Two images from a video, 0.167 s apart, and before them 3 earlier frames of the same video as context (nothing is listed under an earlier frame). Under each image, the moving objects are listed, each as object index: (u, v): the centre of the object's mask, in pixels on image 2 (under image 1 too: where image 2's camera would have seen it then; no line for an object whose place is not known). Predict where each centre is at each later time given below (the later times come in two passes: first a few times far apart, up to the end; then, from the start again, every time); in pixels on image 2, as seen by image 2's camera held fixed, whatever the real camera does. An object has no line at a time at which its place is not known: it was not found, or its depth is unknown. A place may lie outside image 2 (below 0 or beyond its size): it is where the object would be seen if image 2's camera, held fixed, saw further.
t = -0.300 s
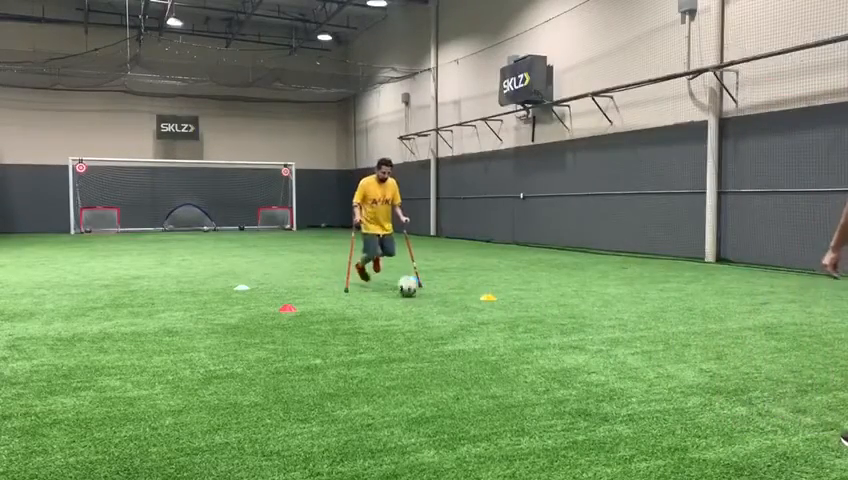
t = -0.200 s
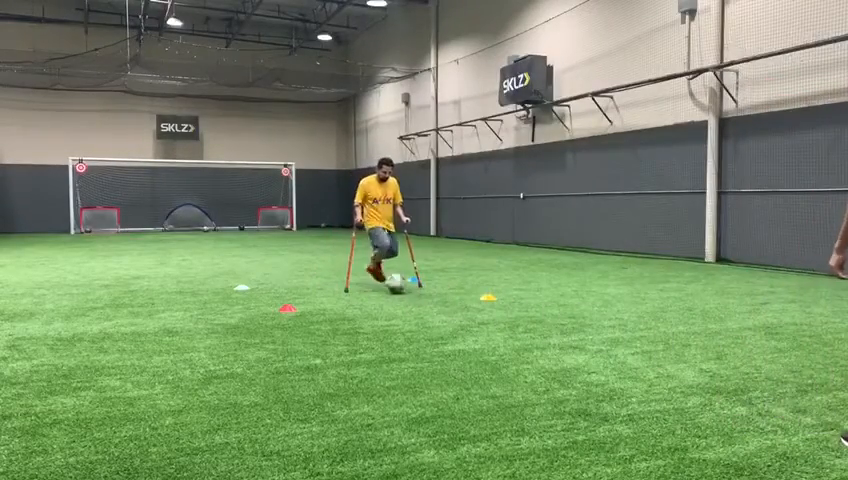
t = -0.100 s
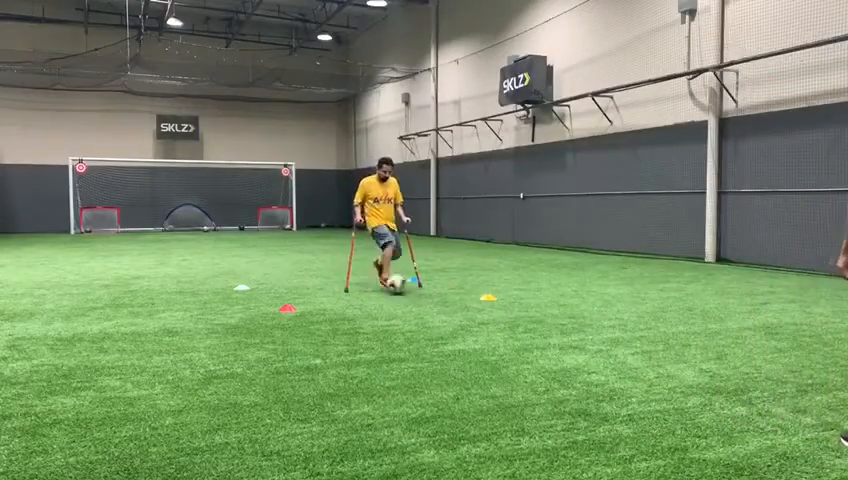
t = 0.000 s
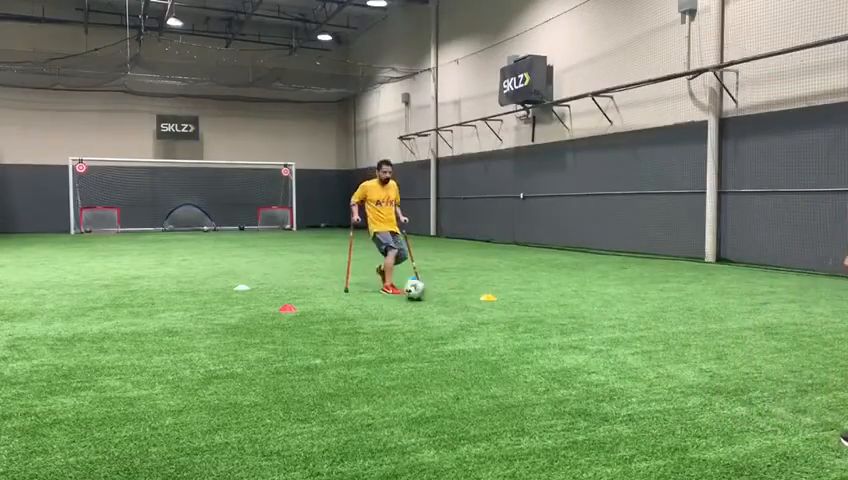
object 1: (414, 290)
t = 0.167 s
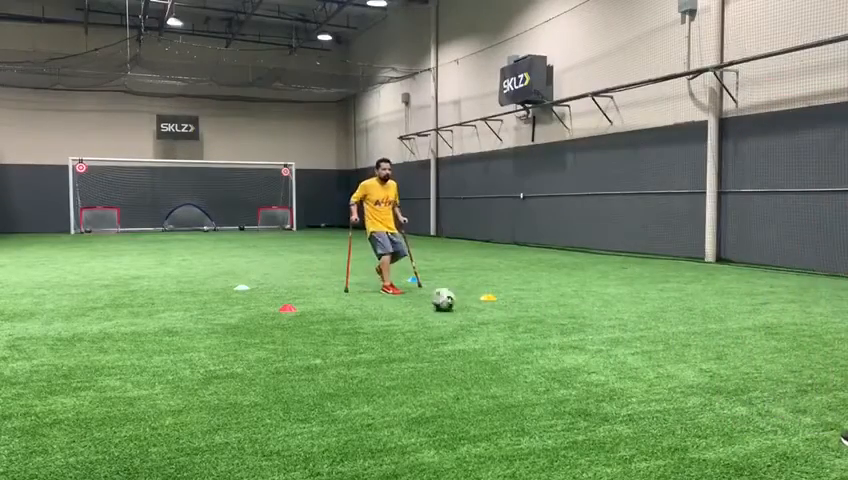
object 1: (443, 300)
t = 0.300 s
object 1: (465, 307)
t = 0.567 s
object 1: (500, 319)
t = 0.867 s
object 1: (546, 336)
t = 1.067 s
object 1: (581, 349)
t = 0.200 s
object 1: (449, 302)
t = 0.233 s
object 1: (454, 303)
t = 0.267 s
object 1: (460, 305)
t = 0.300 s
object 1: (465, 307)
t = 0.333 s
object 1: (470, 309)
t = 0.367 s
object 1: (475, 310)
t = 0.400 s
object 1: (479, 312)
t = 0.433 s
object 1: (483, 313)
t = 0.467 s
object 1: (488, 314)
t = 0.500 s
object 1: (492, 316)
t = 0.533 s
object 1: (496, 317)
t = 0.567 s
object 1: (500, 319)
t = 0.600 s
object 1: (506, 321)
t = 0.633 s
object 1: (511, 323)
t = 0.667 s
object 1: (515, 325)
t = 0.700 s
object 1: (520, 327)
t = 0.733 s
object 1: (525, 328)
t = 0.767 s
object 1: (530, 329)
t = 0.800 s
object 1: (534, 331)
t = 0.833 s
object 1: (541, 334)
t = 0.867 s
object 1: (546, 336)
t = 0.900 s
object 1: (552, 338)
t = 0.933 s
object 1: (558, 341)
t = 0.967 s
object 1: (562, 342)
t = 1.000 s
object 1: (568, 344)
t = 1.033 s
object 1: (575, 347)
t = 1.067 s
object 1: (581, 349)
